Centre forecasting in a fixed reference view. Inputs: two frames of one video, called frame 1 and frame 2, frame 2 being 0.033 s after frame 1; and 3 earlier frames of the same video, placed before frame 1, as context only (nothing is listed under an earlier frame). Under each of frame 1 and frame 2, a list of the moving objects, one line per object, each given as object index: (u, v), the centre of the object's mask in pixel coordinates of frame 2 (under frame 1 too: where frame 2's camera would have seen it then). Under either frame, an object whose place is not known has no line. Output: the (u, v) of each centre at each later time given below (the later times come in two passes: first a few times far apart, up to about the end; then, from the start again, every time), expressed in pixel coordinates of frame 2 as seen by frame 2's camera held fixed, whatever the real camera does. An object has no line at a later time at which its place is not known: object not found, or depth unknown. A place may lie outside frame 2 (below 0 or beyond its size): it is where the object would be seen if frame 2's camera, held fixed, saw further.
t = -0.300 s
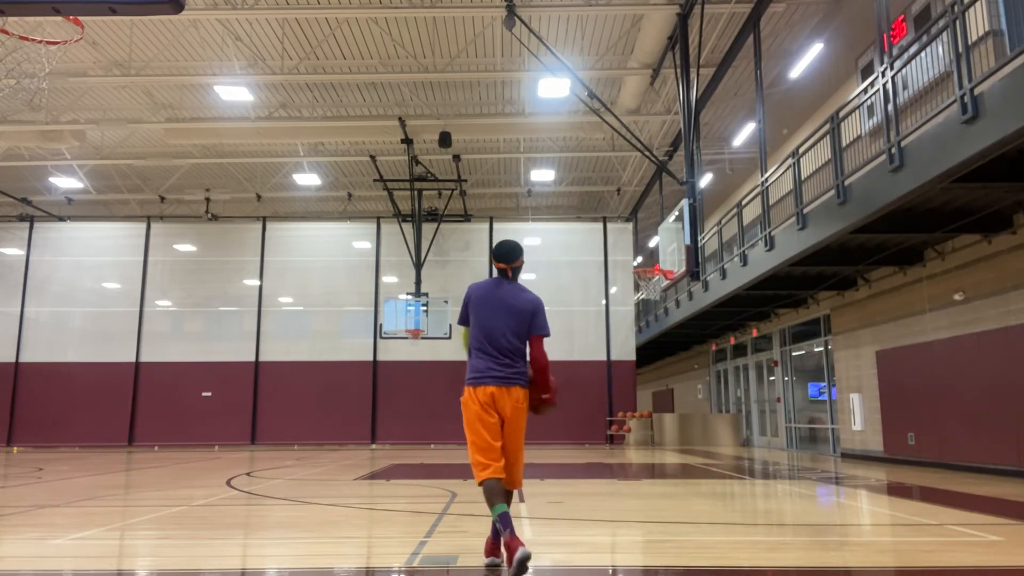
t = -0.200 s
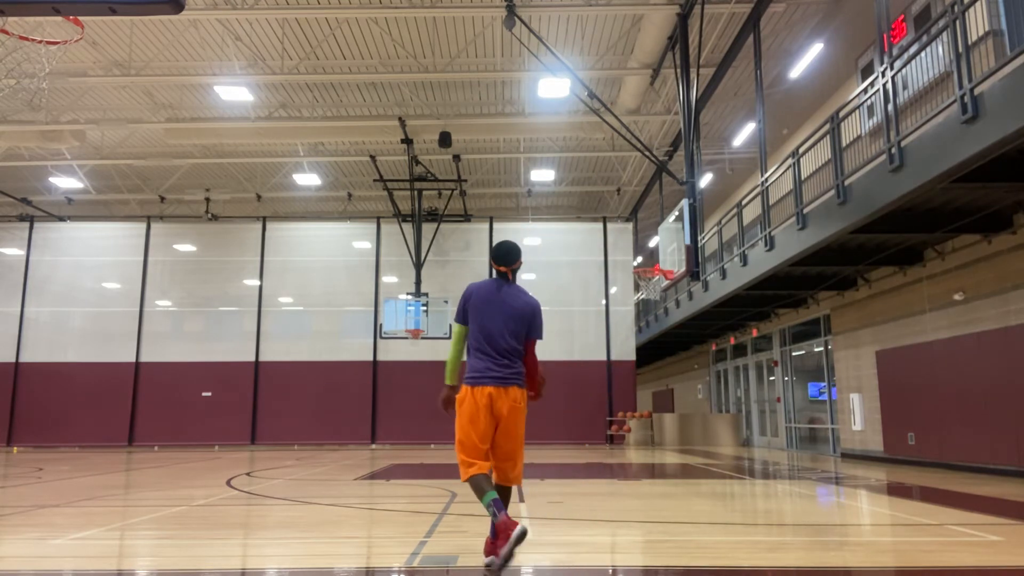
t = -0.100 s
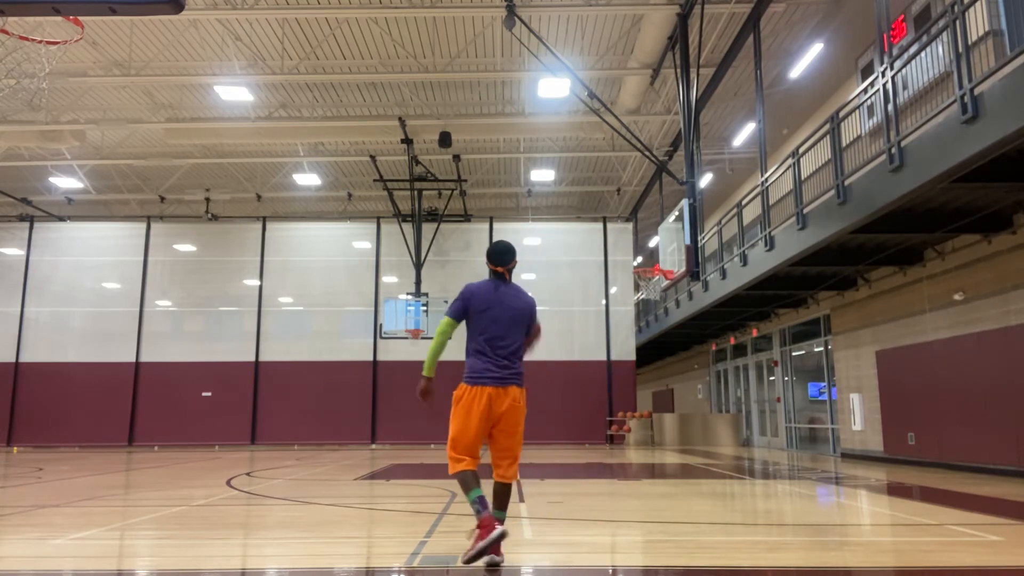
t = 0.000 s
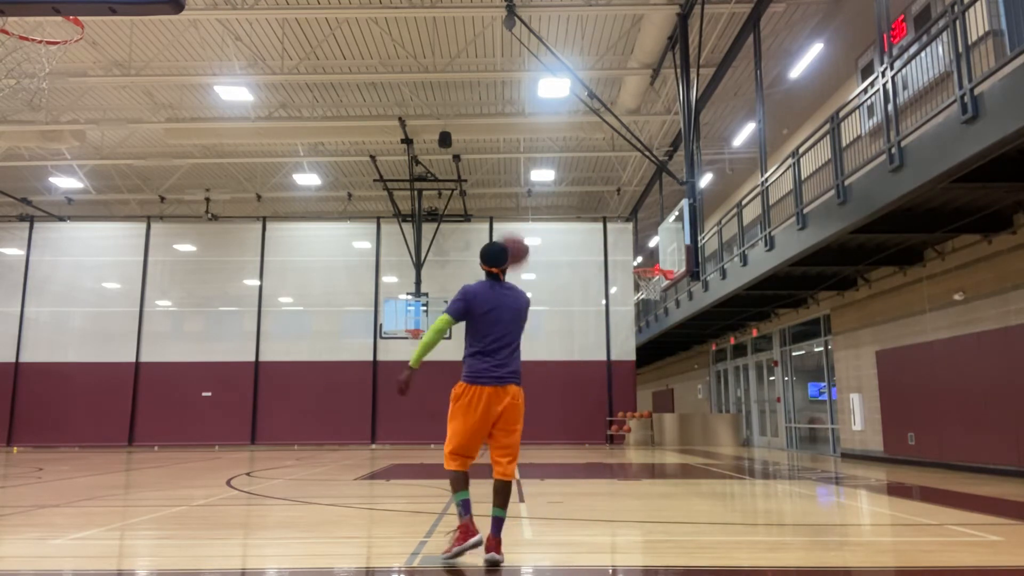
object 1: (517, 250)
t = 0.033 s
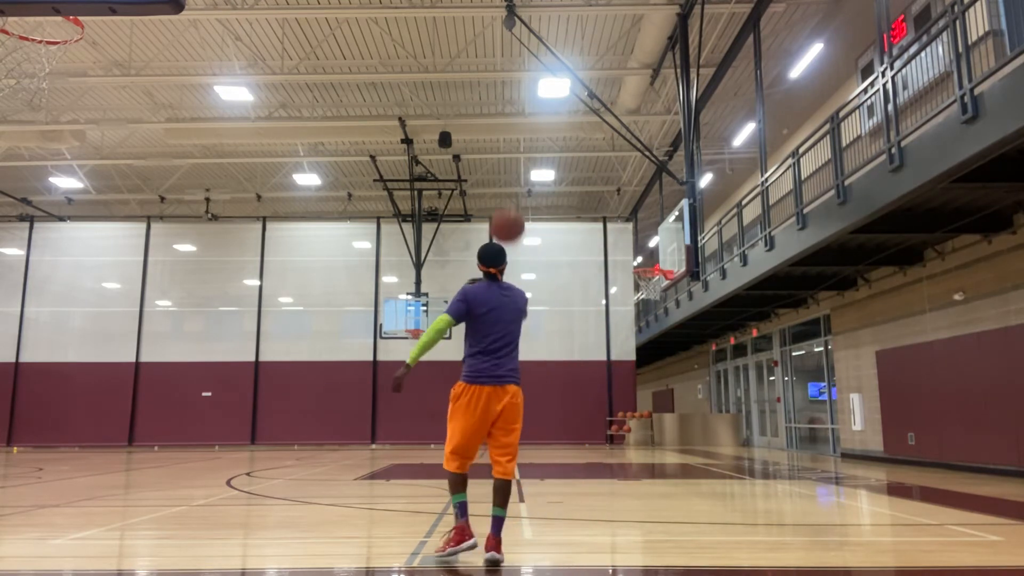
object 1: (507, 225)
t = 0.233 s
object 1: (486, 125)
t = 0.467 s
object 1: (463, 81)
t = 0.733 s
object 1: (438, 113)
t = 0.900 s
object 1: (423, 174)
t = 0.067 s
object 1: (504, 205)
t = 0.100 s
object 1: (500, 186)
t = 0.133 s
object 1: (497, 169)
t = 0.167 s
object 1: (493, 153)
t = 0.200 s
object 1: (490, 138)
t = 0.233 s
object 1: (486, 125)
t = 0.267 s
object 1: (482, 114)
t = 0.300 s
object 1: (479, 105)
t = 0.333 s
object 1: (476, 97)
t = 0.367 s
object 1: (472, 91)
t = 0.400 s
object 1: (469, 86)
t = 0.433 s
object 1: (466, 82)
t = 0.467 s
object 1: (463, 81)
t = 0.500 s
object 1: (460, 80)
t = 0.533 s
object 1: (457, 80)
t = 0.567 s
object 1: (453, 82)
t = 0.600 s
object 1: (450, 86)
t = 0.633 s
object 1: (447, 90)
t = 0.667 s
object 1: (444, 96)
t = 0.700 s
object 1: (441, 103)
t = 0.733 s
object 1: (438, 113)
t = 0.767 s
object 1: (435, 121)
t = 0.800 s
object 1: (432, 133)
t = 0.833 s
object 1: (430, 145)
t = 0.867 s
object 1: (426, 159)
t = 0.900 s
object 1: (423, 174)
